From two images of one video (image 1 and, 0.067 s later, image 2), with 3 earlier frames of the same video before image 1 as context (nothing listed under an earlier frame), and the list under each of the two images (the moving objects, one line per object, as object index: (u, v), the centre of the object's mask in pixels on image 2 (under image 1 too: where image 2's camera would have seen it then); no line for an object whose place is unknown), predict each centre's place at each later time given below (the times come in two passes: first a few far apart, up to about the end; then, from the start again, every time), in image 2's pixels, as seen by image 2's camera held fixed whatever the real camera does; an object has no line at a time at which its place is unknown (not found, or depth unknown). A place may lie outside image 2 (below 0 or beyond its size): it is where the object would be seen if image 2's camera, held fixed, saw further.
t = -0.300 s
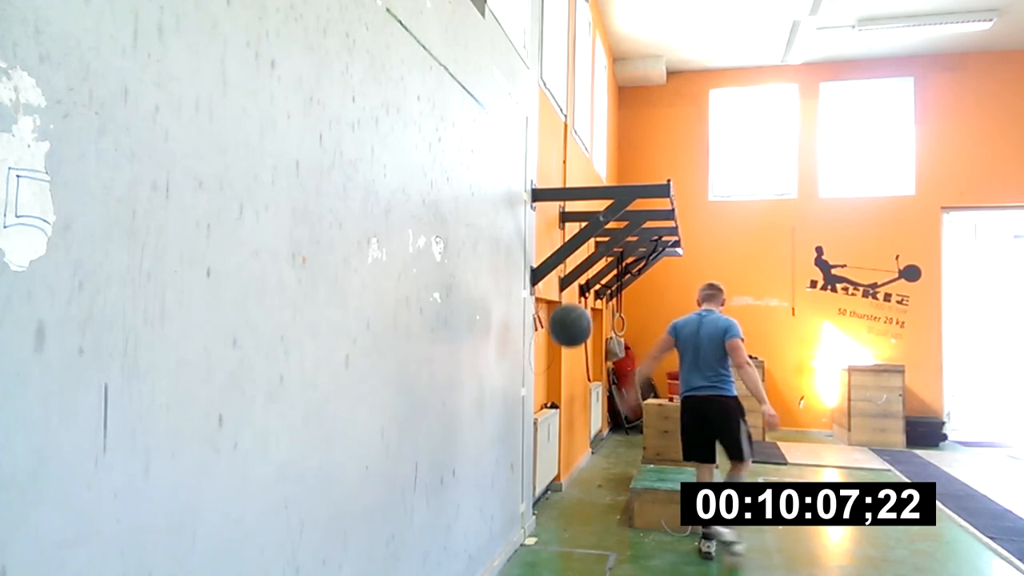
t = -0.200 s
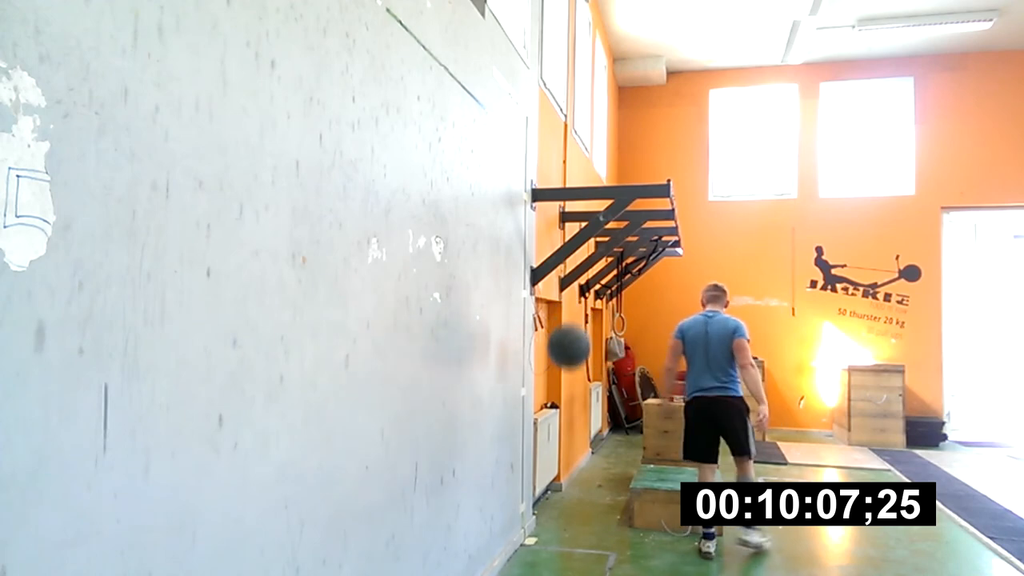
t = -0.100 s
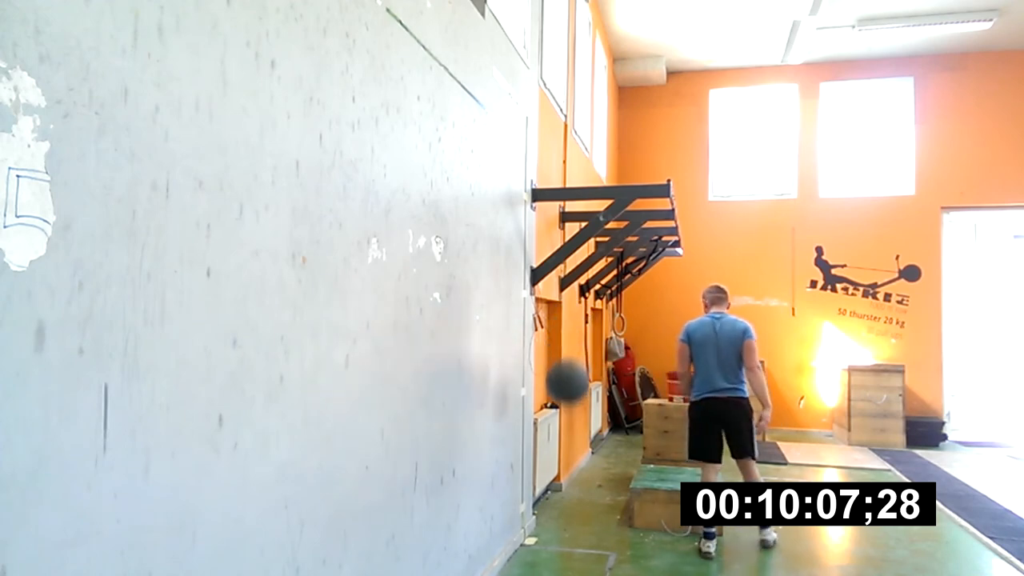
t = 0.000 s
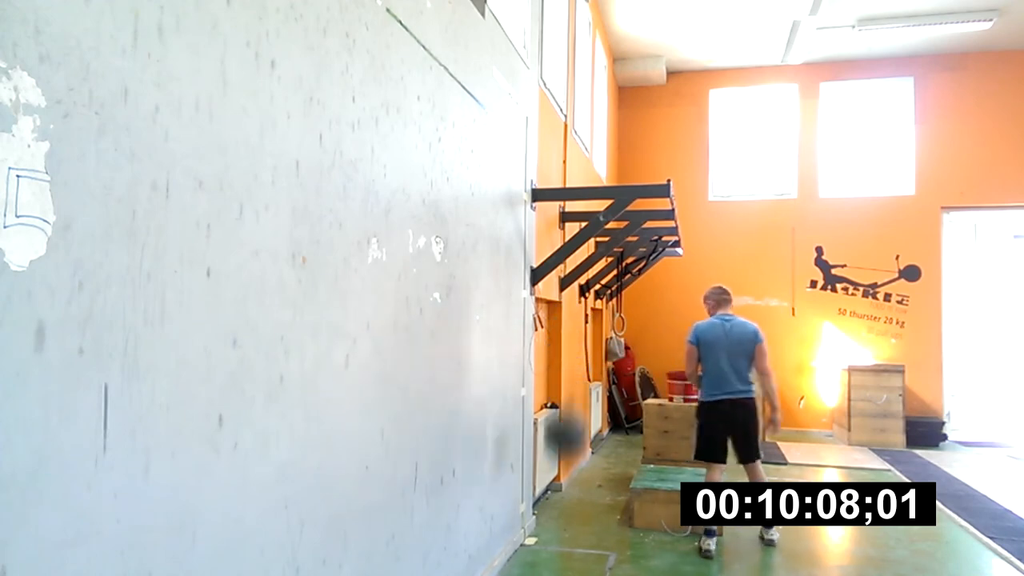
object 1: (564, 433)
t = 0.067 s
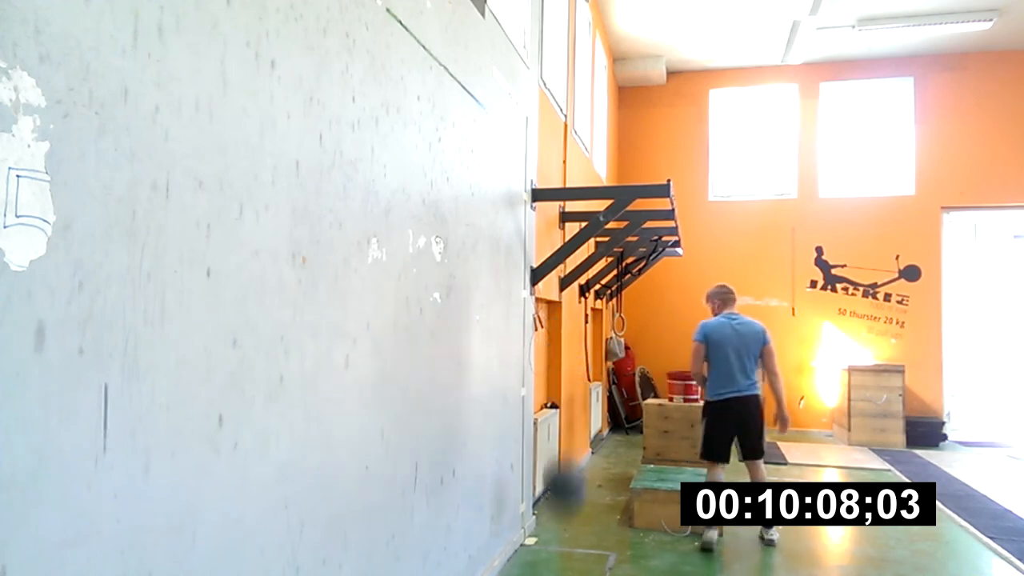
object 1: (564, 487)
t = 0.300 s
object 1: (559, 484)
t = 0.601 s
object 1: (553, 433)
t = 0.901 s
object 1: (546, 523)
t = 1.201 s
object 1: (537, 484)
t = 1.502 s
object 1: (527, 538)
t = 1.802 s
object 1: (531, 524)
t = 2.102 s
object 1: (534, 530)
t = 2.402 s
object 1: (531, 539)
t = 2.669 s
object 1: (534, 538)
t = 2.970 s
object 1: (550, 538)
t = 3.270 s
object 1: (563, 537)
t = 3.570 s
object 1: (572, 536)
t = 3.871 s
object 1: (577, 535)
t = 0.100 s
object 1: (563, 511)
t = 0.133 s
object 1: (562, 532)
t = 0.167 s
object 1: (562, 555)
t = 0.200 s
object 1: (561, 534)
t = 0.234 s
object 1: (560, 516)
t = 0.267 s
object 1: (560, 503)
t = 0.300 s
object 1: (559, 484)
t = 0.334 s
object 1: (559, 470)
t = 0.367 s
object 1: (559, 461)
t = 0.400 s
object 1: (558, 452)
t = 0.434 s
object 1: (557, 444)
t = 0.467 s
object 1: (556, 438)
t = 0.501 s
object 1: (555, 434)
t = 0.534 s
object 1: (554, 432)
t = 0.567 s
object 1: (554, 432)
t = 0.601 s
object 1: (553, 433)
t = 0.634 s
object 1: (552, 436)
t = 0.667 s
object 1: (551, 440)
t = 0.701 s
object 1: (550, 448)
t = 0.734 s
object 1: (549, 456)
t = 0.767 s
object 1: (548, 465)
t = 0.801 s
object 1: (548, 477)
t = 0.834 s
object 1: (547, 495)
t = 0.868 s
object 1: (546, 510)
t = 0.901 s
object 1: (546, 523)
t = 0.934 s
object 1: (544, 547)
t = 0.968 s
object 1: (543, 542)
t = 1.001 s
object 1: (542, 526)
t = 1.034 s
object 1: (541, 515)
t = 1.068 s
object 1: (541, 505)
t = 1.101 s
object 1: (540, 497)
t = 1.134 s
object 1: (539, 491)
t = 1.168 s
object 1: (538, 487)
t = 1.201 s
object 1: (537, 484)
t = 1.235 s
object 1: (536, 483)
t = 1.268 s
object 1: (535, 484)
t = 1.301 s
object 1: (534, 486)
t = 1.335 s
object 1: (533, 491)
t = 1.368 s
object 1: (532, 497)
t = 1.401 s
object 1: (530, 505)
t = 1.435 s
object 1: (529, 514)
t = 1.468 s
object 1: (528, 524)
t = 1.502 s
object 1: (527, 538)
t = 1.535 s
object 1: (525, 547)
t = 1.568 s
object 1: (524, 534)
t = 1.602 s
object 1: (523, 527)
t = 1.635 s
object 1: (524, 521)
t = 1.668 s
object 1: (525, 519)
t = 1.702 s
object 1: (527, 518)
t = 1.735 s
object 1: (528, 518)
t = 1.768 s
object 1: (530, 520)
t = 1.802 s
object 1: (531, 524)
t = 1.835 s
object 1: (532, 530)
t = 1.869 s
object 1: (534, 538)
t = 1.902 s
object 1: (534, 543)
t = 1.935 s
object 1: (534, 535)
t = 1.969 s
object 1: (534, 532)
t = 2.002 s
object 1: (534, 529)
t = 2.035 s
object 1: (534, 527)
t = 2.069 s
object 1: (534, 528)
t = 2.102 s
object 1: (534, 530)
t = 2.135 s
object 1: (534, 534)
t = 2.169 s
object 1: (533, 540)
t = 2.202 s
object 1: (533, 539)
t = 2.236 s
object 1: (533, 535)
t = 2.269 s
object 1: (532, 532)
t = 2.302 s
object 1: (532, 532)
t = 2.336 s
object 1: (531, 533)
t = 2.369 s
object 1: (531, 536)
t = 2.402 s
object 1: (531, 539)
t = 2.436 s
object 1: (530, 537)
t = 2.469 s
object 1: (529, 534)
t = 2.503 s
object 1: (529, 534)
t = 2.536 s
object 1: (528, 535)
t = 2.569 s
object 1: (528, 538)
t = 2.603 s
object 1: (529, 538)
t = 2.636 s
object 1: (532, 537)
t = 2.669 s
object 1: (534, 538)
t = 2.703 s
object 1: (536, 538)
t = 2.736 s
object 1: (538, 538)
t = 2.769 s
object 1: (539, 538)
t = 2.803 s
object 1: (541, 538)
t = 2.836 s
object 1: (543, 538)
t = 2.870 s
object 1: (544, 538)
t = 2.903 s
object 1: (546, 538)
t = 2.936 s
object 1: (548, 537)
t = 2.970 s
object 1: (550, 538)
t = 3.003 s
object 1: (551, 538)
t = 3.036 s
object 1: (553, 538)
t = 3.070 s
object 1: (554, 537)
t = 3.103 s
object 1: (556, 537)
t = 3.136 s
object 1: (557, 537)
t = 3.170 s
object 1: (559, 537)
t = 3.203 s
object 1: (560, 537)
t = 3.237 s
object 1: (562, 537)
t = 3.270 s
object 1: (563, 537)
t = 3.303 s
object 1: (564, 537)
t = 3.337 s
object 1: (565, 537)
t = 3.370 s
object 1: (566, 536)
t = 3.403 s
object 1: (568, 536)
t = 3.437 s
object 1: (569, 536)
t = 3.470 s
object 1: (570, 536)
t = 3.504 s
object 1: (571, 536)
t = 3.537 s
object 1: (571, 536)
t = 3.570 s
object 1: (572, 536)
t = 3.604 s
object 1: (573, 536)
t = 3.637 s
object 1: (574, 536)
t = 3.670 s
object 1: (574, 536)
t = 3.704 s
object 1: (575, 536)
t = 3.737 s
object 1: (575, 535)
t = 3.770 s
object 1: (576, 535)
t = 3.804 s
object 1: (576, 535)
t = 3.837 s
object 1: (577, 535)
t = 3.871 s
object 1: (577, 535)
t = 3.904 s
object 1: (577, 535)
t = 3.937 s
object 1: (578, 535)
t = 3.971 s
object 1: (578, 535)
